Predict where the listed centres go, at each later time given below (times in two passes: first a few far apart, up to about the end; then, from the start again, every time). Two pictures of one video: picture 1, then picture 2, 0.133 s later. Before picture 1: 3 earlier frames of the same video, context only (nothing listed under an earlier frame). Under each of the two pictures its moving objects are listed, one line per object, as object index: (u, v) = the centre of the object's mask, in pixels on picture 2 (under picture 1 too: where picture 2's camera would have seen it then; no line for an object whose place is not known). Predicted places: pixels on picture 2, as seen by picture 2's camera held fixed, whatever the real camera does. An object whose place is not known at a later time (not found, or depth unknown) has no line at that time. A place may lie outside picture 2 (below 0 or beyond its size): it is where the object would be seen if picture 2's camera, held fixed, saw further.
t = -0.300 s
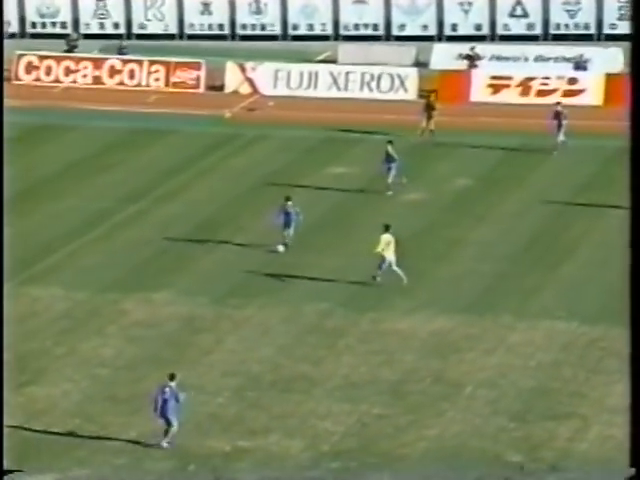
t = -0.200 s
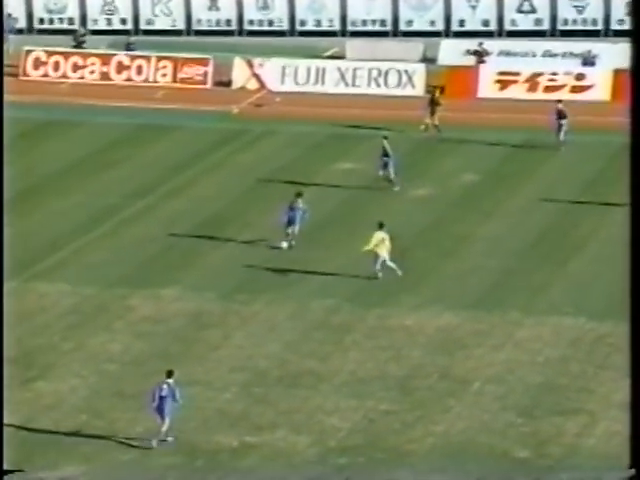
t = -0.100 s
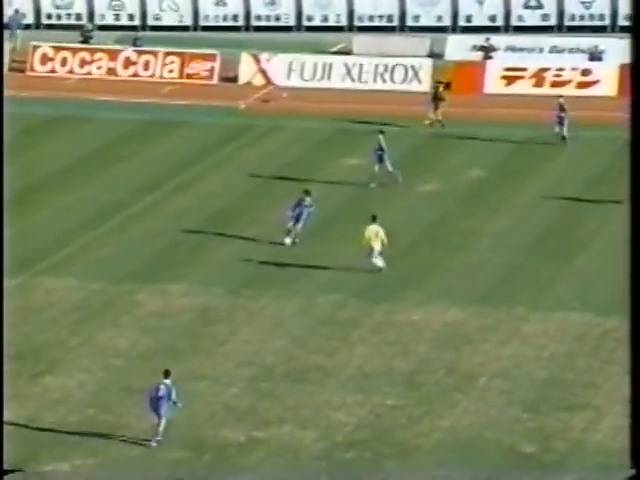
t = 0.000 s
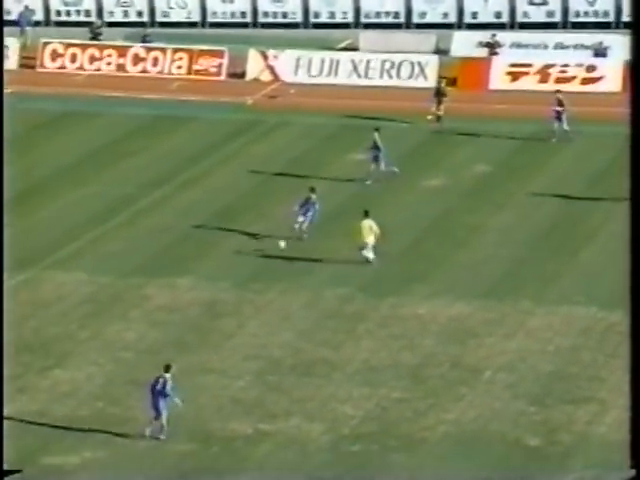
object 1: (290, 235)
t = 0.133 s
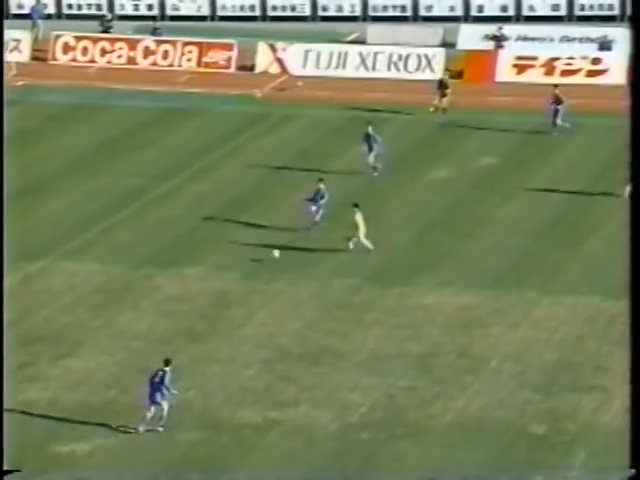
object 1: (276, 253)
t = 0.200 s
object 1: (270, 265)
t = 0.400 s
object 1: (258, 287)
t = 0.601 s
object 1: (248, 311)
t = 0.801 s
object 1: (242, 335)
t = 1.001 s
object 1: (237, 351)
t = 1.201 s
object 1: (233, 370)
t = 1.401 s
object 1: (230, 389)
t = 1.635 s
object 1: (227, 409)
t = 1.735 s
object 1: (225, 416)
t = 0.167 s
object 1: (273, 259)
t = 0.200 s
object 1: (270, 265)
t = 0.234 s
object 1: (267, 272)
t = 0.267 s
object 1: (265, 274)
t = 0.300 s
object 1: (262, 277)
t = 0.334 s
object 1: (261, 279)
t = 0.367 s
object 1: (259, 283)
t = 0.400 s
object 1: (258, 287)
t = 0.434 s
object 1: (256, 292)
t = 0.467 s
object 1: (255, 298)
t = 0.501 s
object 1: (252, 303)
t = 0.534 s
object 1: (251, 308)
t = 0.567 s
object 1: (249, 309)
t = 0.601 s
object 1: (248, 311)
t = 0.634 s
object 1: (247, 314)
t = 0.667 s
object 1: (246, 317)
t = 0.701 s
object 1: (245, 320)
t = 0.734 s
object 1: (244, 325)
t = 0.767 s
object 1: (243, 329)
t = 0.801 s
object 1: (242, 335)
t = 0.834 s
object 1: (241, 338)
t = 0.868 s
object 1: (241, 340)
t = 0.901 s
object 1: (240, 342)
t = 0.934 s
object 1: (239, 345)
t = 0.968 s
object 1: (238, 348)
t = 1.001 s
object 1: (237, 351)
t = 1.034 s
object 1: (237, 357)
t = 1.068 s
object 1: (236, 360)
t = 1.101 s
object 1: (236, 361)
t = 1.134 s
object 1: (235, 364)
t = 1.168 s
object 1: (234, 367)
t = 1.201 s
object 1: (233, 370)
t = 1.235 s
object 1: (233, 374)
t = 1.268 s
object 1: (232, 378)
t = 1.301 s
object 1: (232, 380)
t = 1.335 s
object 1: (231, 383)
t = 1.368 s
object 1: (231, 386)
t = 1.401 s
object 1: (230, 389)
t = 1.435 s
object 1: (229, 393)
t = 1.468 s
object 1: (229, 396)
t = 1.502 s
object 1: (228, 397)
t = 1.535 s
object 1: (228, 401)
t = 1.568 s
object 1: (228, 403)
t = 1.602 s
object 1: (227, 407)
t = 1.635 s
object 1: (227, 409)
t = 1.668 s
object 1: (226, 411)
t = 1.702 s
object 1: (225, 413)
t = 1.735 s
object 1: (225, 416)
